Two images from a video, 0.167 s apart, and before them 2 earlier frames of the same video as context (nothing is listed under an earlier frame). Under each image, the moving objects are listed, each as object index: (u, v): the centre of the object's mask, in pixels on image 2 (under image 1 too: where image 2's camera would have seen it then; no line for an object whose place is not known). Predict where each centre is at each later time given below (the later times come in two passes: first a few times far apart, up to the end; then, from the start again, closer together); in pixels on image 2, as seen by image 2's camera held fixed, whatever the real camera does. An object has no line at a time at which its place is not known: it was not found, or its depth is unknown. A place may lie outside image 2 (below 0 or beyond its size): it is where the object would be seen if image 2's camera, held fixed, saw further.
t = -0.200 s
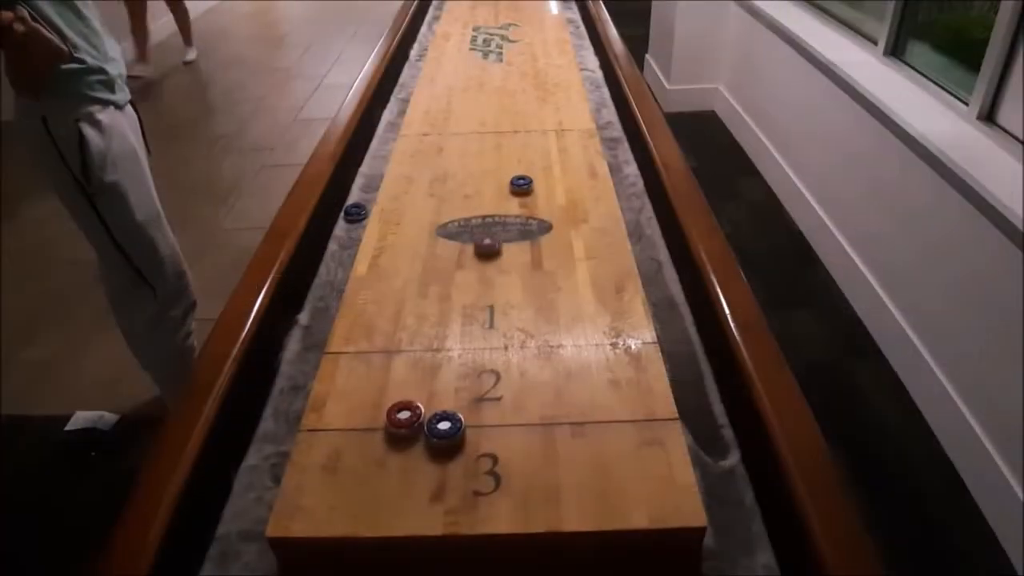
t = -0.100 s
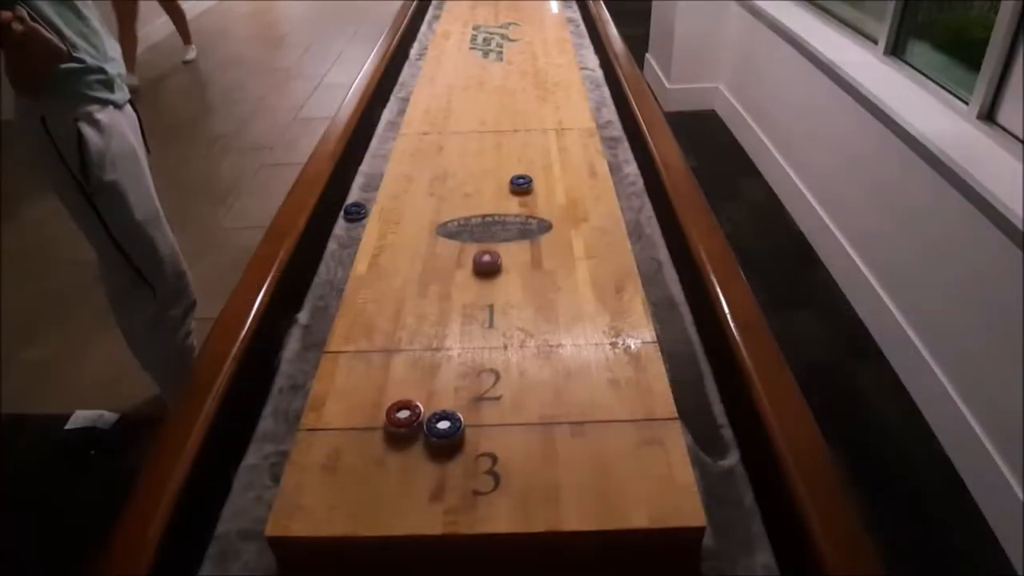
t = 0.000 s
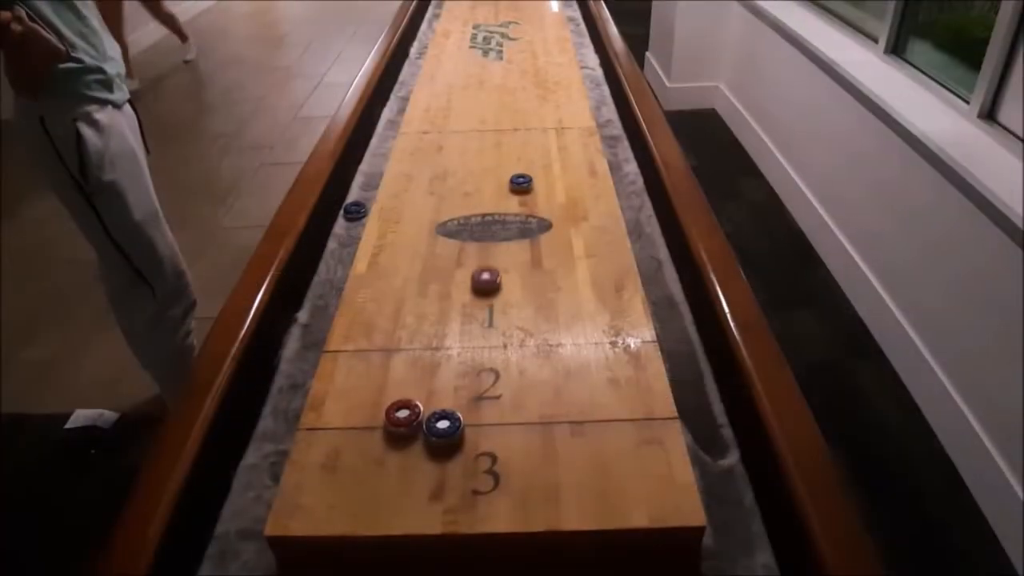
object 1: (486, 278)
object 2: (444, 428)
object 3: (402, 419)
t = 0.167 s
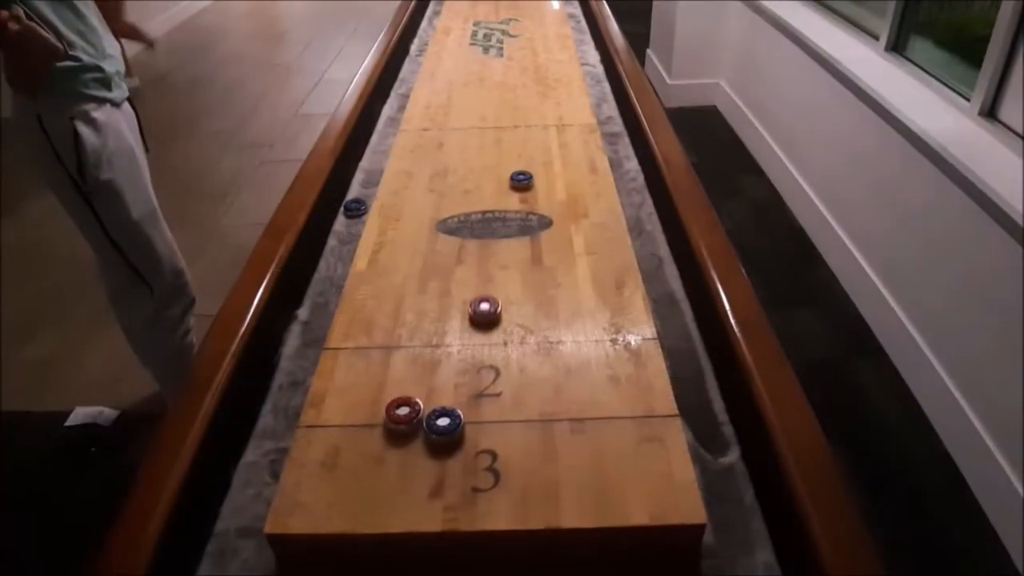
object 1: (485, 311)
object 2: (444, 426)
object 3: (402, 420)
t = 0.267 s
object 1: (484, 333)
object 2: (444, 428)
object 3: (402, 419)
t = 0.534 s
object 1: (481, 390)
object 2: (444, 427)
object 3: (403, 419)
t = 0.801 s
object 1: (496, 433)
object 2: (429, 443)
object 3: (396, 417)
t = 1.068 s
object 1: (503, 441)
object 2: (417, 457)
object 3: (392, 415)
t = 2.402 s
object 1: (500, 444)
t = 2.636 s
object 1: (500, 445)
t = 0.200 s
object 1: (484, 318)
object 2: (444, 428)
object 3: (403, 419)
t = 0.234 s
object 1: (484, 324)
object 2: (444, 428)
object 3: (402, 420)
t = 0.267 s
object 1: (484, 333)
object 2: (444, 428)
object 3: (402, 419)
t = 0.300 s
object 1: (484, 340)
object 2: (444, 428)
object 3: (402, 419)
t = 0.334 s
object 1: (483, 348)
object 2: (444, 427)
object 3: (403, 419)
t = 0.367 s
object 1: (483, 355)
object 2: (444, 427)
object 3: (402, 419)
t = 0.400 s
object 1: (482, 363)
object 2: (444, 427)
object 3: (402, 419)
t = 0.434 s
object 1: (481, 370)
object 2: (444, 427)
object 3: (403, 419)
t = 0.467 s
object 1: (481, 377)
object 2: (444, 427)
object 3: (403, 419)
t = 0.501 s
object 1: (481, 385)
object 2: (444, 427)
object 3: (402, 419)
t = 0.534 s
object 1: (481, 390)
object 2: (444, 427)
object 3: (403, 419)
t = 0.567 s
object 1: (479, 400)
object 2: (444, 427)
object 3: (403, 420)
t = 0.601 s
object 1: (479, 407)
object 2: (444, 427)
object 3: (403, 419)
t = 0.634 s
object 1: (481, 414)
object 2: (441, 428)
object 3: (402, 419)
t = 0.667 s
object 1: (485, 417)
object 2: (437, 431)
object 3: (401, 419)
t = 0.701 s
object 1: (488, 423)
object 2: (435, 435)
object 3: (400, 418)
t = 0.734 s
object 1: (491, 427)
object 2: (432, 438)
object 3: (398, 418)
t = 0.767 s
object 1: (493, 431)
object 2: (430, 440)
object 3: (397, 417)
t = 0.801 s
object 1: (496, 433)
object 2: (429, 443)
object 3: (396, 417)
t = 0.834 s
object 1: (498, 435)
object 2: (426, 445)
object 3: (396, 416)
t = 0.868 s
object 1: (500, 437)
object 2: (425, 448)
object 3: (395, 416)
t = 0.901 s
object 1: (501, 439)
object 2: (423, 450)
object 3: (394, 416)
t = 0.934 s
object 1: (502, 441)
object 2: (421, 452)
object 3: (394, 415)
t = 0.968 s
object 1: (502, 439)
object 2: (419, 454)
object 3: (393, 415)
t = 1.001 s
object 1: (503, 442)
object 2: (418, 455)
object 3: (392, 415)
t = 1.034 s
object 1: (503, 442)
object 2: (417, 456)
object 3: (392, 415)
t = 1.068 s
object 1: (503, 441)
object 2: (417, 457)
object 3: (392, 415)
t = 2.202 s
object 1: (500, 445)
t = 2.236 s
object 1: (500, 445)
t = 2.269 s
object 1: (500, 445)
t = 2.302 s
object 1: (500, 445)
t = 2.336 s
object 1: (500, 445)
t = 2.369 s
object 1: (500, 445)
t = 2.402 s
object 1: (500, 444)
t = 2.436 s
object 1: (500, 445)
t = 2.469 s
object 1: (500, 444)
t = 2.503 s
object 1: (500, 445)
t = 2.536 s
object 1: (500, 445)
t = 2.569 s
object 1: (500, 445)
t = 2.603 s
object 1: (500, 445)
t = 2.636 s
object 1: (500, 445)
